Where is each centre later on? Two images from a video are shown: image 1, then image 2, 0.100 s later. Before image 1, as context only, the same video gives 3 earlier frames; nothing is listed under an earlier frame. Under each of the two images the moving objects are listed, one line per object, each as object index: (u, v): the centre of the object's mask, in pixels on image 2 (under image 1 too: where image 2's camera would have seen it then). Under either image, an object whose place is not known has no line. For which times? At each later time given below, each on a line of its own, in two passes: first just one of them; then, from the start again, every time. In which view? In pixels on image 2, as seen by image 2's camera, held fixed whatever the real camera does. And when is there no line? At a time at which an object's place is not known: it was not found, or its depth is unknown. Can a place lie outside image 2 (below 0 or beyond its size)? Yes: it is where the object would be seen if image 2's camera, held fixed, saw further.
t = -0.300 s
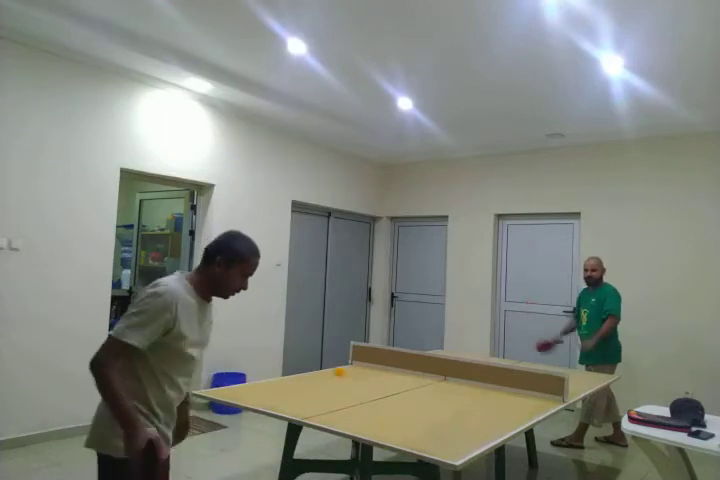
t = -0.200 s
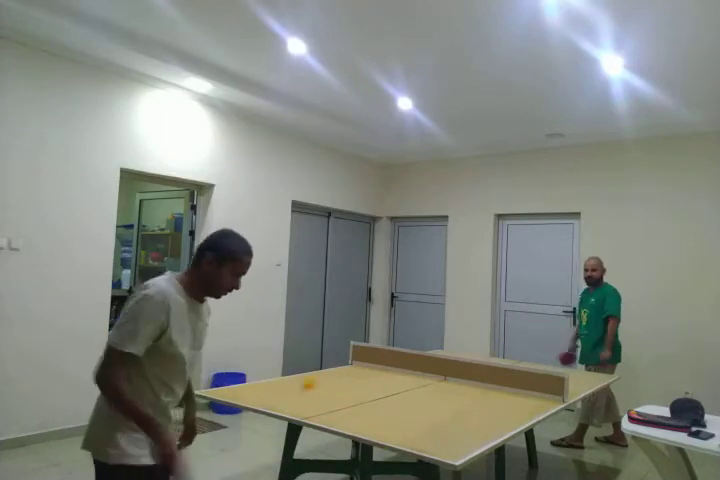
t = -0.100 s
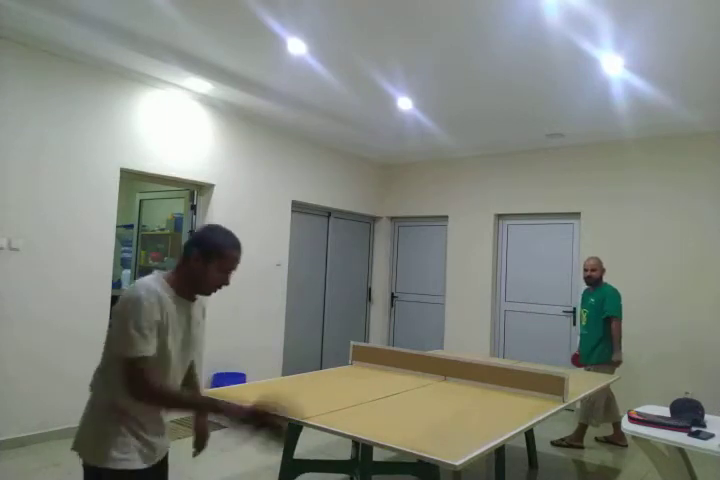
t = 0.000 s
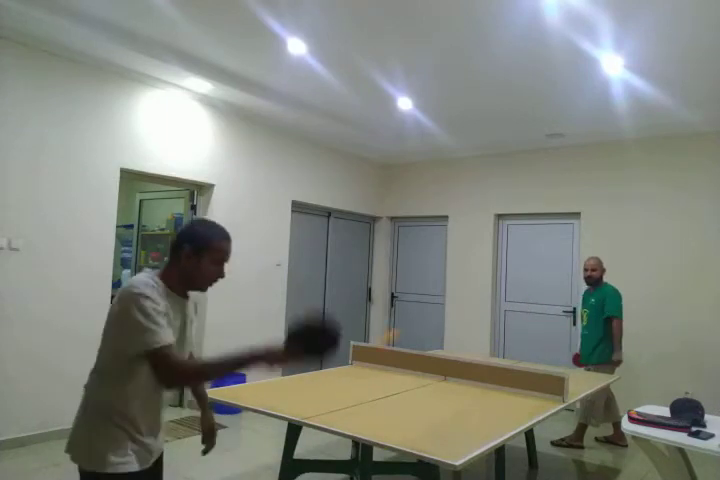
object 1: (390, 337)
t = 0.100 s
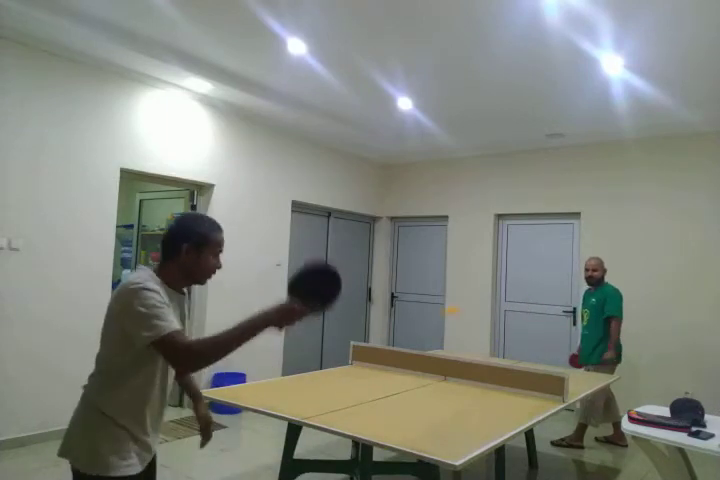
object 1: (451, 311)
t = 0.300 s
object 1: (520, 330)
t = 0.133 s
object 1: (464, 308)
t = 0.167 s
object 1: (479, 308)
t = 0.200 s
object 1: (491, 311)
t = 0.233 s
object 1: (503, 315)
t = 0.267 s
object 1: (514, 324)
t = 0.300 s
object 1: (520, 330)
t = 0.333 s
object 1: (528, 339)
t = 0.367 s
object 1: (535, 348)
